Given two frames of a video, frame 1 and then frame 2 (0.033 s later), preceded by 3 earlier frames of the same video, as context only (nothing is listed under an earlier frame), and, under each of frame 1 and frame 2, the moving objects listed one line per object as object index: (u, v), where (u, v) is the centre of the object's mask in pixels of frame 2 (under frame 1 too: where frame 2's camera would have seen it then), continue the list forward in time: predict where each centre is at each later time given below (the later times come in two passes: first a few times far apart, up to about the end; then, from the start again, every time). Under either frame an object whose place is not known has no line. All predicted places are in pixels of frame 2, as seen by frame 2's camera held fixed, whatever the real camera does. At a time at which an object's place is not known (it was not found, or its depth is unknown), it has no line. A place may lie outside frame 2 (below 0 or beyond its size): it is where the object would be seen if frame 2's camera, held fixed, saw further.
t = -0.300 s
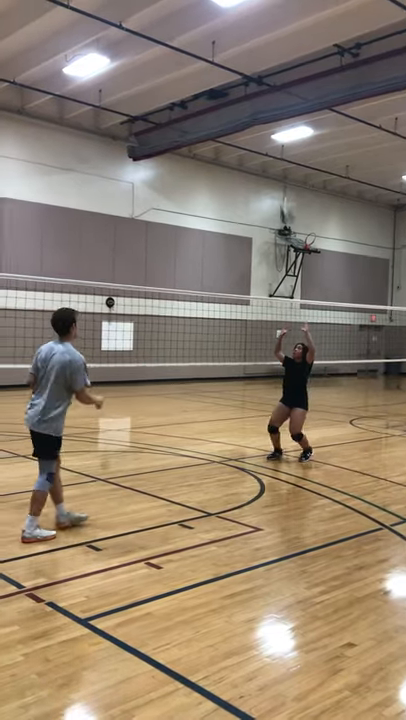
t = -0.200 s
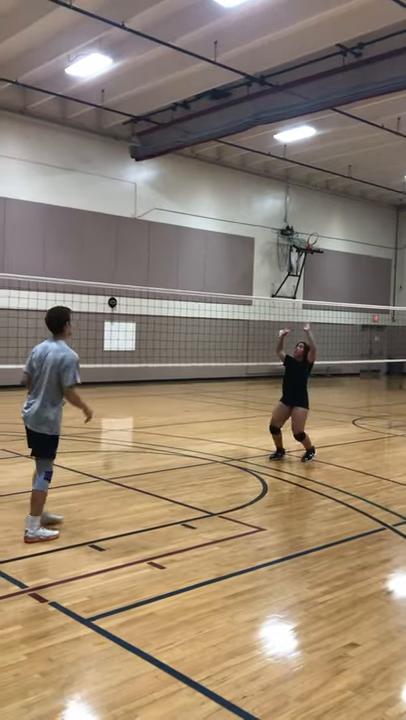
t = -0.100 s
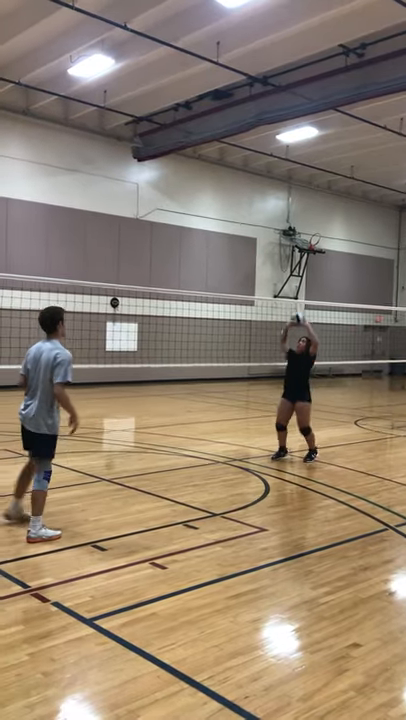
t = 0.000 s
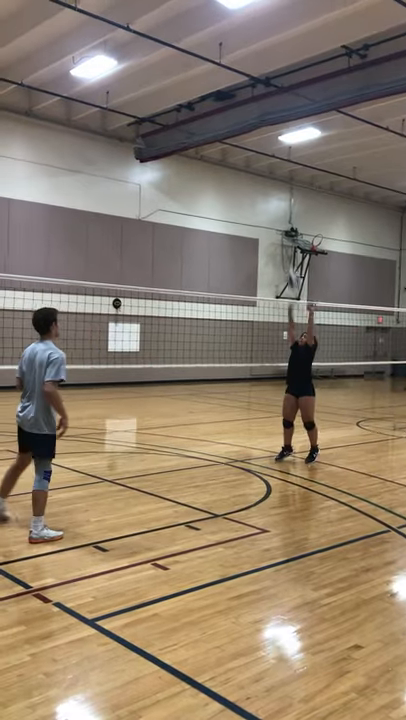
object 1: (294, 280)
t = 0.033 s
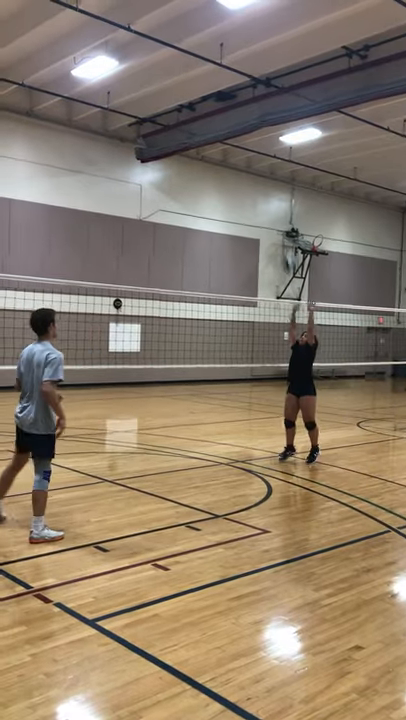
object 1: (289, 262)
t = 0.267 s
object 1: (262, 160)
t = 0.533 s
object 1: (226, 91)
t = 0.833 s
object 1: (176, 81)
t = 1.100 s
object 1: (125, 147)
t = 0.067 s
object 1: (286, 245)
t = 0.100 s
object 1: (282, 230)
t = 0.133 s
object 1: (277, 215)
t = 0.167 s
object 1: (274, 200)
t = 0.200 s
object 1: (270, 185)
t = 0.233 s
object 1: (266, 171)
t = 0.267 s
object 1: (262, 160)
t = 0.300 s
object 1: (258, 148)
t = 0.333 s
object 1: (253, 138)
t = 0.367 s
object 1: (249, 128)
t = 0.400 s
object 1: (245, 120)
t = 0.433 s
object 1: (239, 111)
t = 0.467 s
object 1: (235, 104)
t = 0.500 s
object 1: (230, 97)
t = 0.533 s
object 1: (226, 91)
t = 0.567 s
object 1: (220, 88)
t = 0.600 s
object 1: (215, 83)
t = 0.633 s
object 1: (210, 79)
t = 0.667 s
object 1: (204, 77)
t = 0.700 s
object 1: (199, 75)
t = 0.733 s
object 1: (193, 75)
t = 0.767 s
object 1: (188, 77)
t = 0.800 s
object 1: (183, 78)
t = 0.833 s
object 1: (176, 81)
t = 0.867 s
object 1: (170, 85)
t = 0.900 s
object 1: (164, 90)
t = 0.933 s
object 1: (158, 97)
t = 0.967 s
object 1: (151, 105)
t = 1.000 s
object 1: (146, 113)
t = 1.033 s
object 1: (138, 123)
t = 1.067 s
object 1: (132, 135)
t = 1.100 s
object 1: (125, 147)
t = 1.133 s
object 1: (119, 162)
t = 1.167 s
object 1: (111, 179)
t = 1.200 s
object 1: (106, 194)
